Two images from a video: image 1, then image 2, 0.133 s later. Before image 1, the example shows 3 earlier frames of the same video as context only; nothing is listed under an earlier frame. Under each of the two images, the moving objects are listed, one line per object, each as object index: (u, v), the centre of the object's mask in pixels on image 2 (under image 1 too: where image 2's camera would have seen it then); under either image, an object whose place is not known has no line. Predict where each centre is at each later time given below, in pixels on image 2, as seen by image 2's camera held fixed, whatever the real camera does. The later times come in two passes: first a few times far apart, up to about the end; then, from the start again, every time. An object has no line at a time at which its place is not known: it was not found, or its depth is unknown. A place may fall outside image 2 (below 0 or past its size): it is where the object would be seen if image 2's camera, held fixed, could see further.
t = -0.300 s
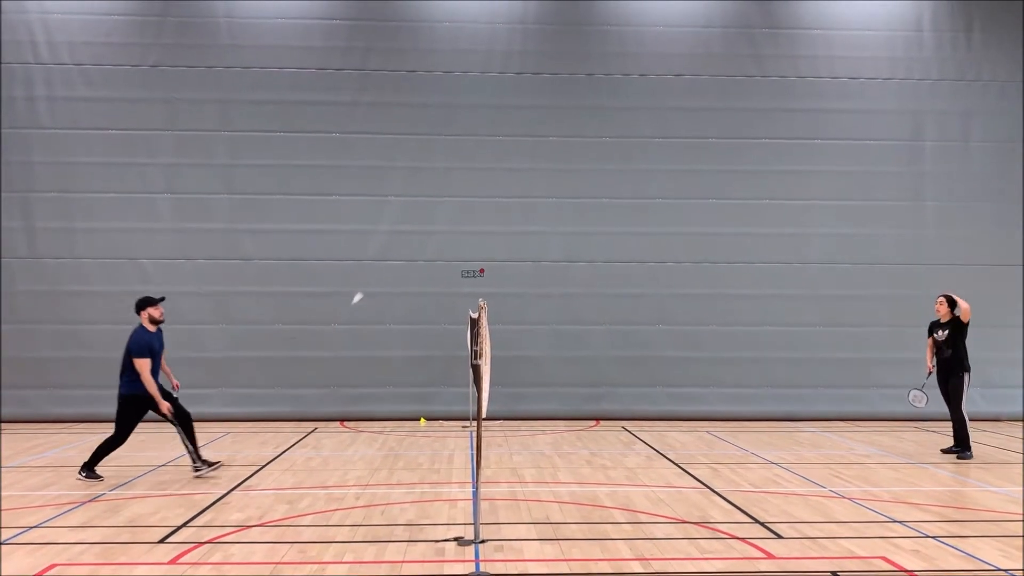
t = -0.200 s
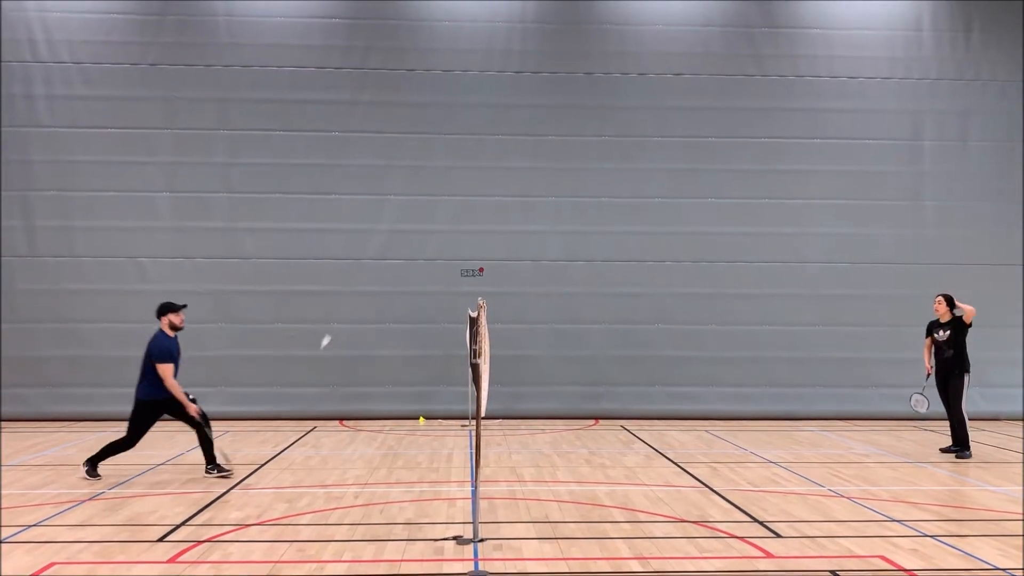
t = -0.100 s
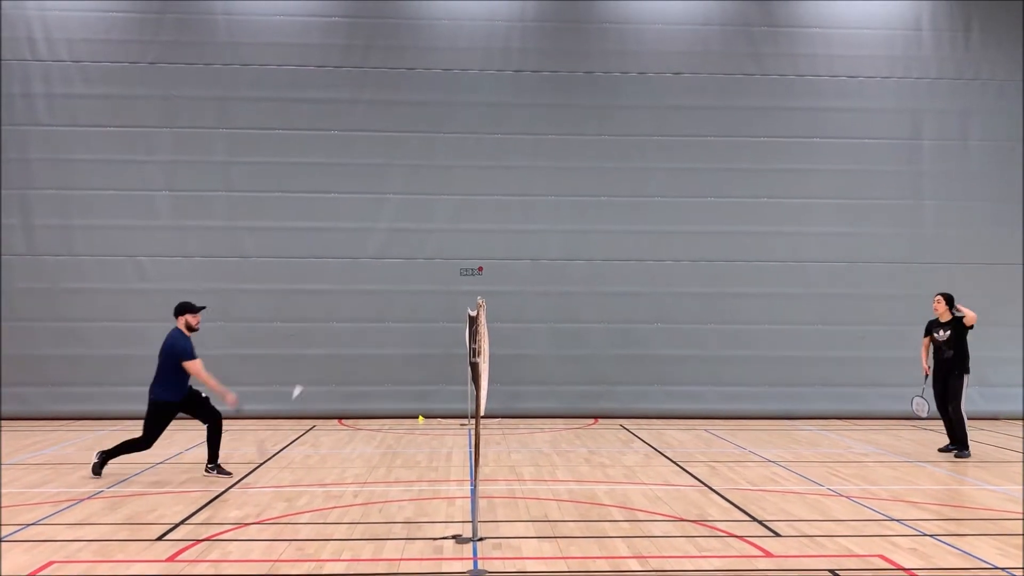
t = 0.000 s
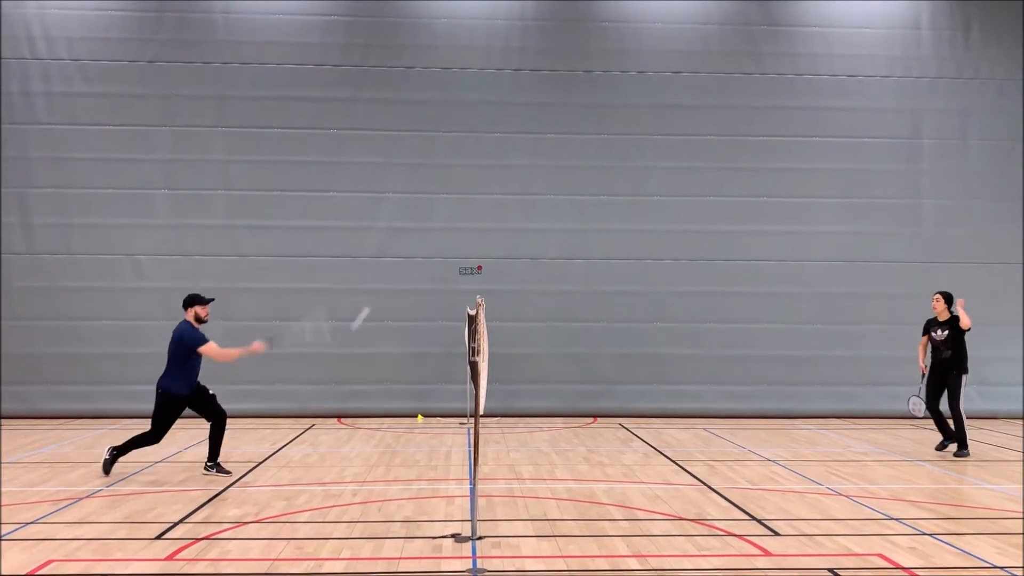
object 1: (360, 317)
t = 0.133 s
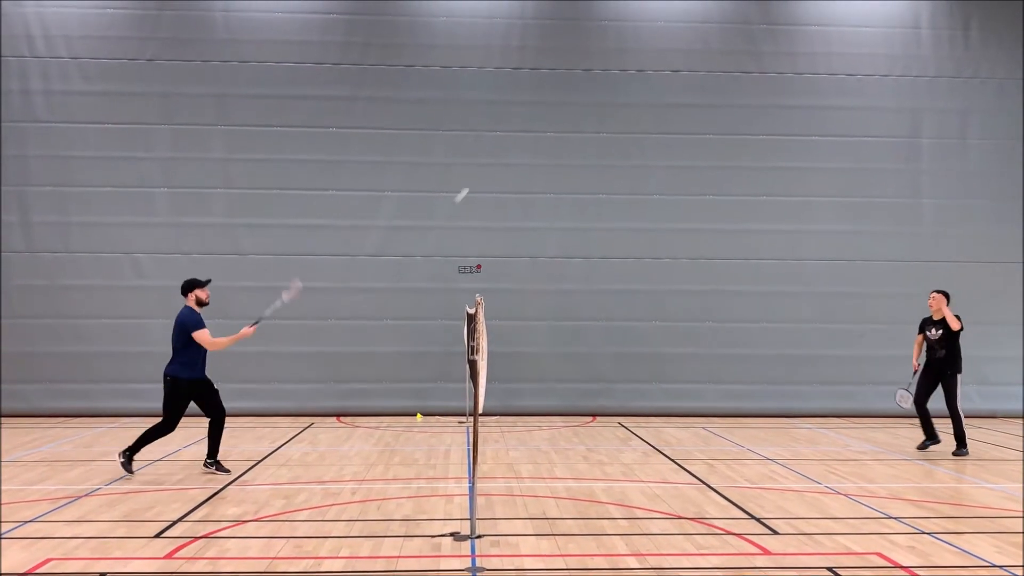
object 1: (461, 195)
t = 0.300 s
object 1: (545, 116)
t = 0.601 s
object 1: (643, 74)
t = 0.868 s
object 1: (715, 106)
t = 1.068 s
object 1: (753, 163)
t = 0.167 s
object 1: (482, 175)
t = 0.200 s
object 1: (500, 157)
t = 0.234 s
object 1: (516, 142)
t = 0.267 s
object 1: (531, 128)
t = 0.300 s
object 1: (545, 116)
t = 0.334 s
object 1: (557, 106)
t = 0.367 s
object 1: (570, 97)
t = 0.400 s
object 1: (582, 91)
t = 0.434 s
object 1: (593, 85)
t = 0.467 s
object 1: (604, 81)
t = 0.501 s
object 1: (614, 78)
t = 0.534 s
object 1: (624, 75)
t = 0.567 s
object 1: (633, 75)
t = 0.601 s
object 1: (643, 74)
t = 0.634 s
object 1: (651, 75)
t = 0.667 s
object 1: (667, 77)
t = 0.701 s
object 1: (676, 80)
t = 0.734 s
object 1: (684, 84)
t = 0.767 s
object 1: (692, 88)
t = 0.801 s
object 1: (700, 94)
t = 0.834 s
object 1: (707, 99)
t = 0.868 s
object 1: (715, 106)
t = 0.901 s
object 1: (722, 114)
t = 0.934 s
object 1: (728, 123)
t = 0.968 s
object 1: (735, 131)
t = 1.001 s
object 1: (741, 141)
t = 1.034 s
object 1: (747, 152)
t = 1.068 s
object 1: (753, 163)
